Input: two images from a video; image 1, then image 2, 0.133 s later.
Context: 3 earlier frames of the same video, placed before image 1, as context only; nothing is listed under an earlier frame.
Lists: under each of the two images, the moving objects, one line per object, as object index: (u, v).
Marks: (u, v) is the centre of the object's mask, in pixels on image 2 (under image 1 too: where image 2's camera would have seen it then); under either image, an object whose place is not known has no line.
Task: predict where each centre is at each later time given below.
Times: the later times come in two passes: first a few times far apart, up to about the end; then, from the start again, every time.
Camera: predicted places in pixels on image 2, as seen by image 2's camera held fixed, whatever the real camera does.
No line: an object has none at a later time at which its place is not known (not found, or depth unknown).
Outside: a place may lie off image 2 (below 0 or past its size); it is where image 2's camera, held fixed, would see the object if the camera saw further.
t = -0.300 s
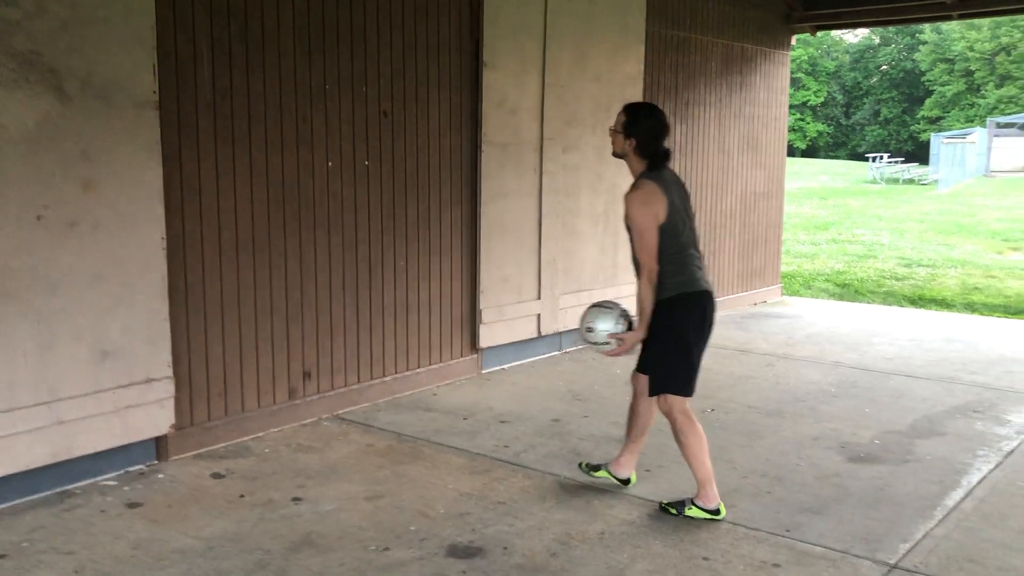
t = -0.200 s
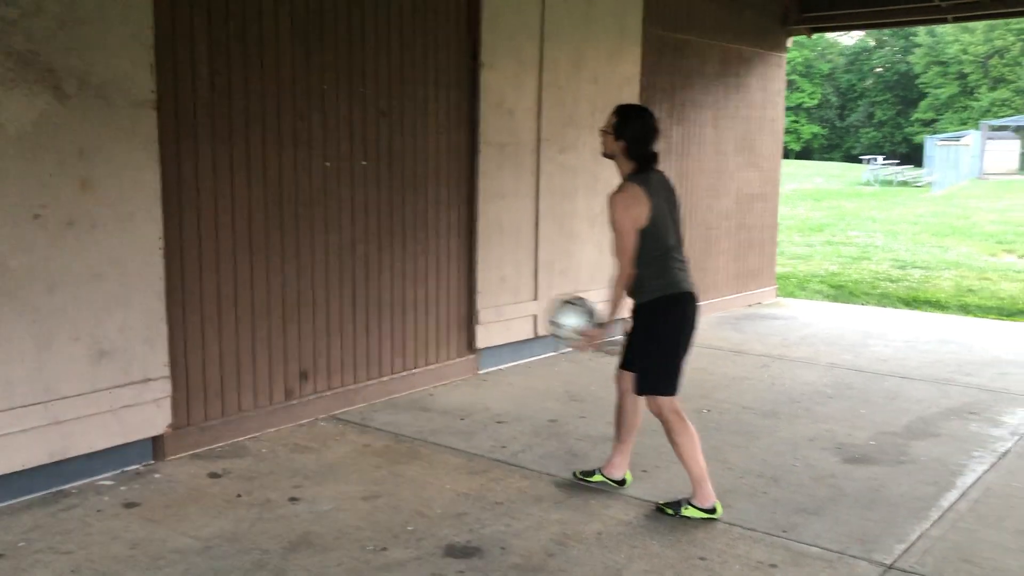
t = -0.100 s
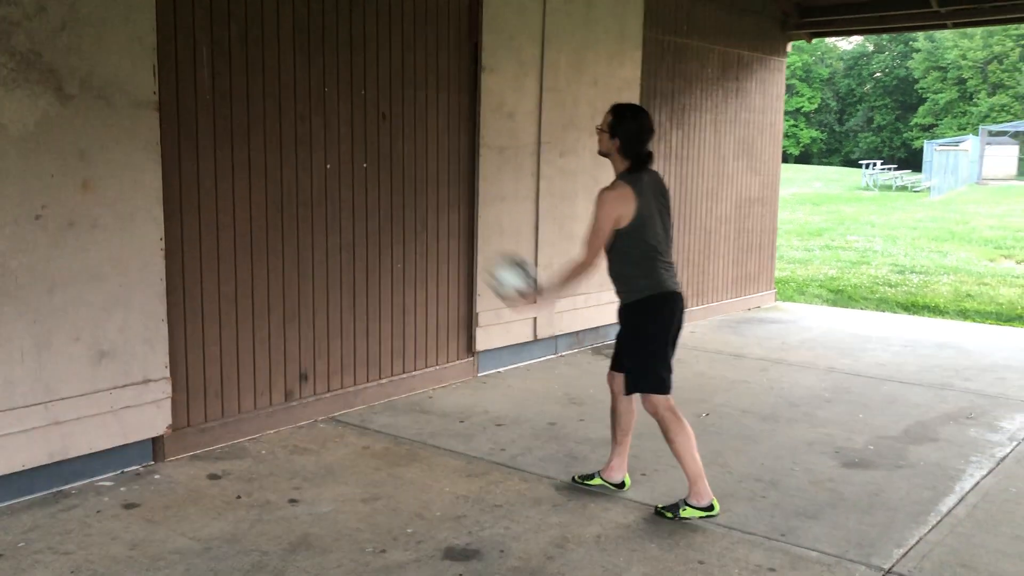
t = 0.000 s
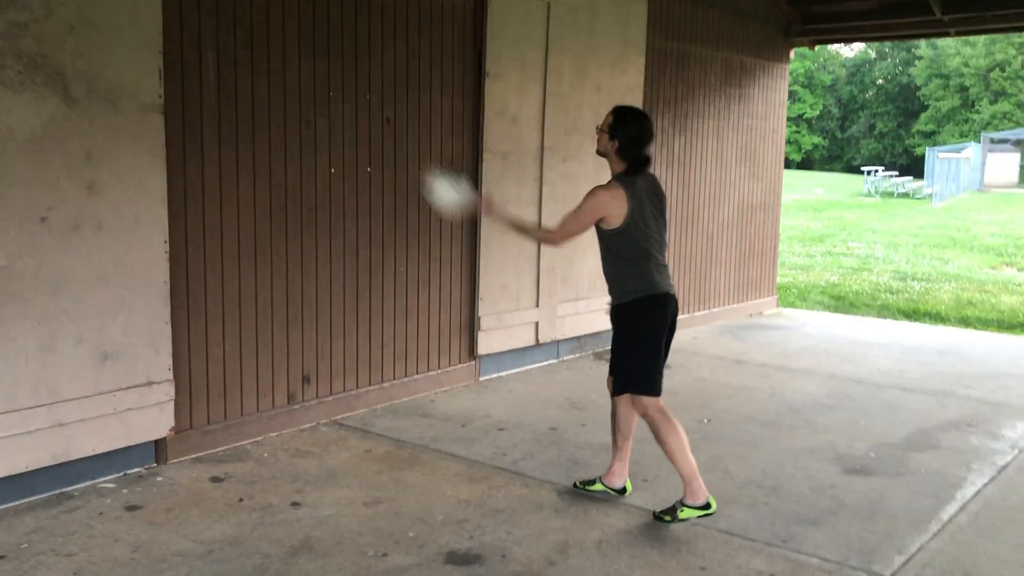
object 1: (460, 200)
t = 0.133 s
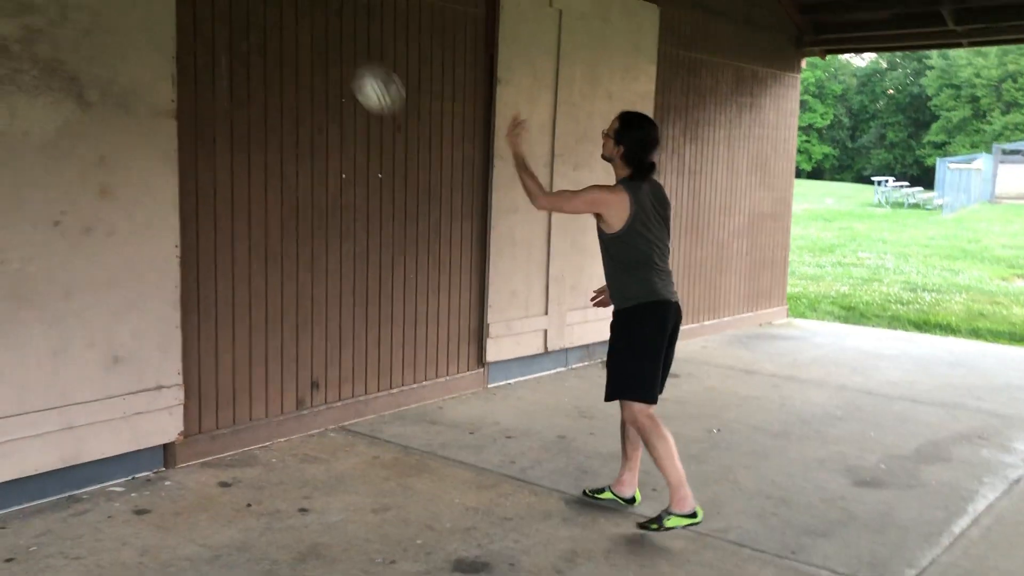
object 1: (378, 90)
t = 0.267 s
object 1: (304, 21)
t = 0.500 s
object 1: (356, -16)
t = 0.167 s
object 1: (360, 68)
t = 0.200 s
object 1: (341, 50)
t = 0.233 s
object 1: (323, 34)
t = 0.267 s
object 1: (304, 21)
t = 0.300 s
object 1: (289, 11)
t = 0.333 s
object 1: (295, 3)
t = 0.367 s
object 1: (309, -4)
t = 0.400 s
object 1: (320, -9)
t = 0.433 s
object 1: (332, -13)
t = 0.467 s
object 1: (343, -16)
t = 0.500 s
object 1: (356, -16)
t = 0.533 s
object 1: (368, -16)
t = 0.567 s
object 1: (379, -14)
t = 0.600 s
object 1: (391, -6)
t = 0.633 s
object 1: (405, 4)
